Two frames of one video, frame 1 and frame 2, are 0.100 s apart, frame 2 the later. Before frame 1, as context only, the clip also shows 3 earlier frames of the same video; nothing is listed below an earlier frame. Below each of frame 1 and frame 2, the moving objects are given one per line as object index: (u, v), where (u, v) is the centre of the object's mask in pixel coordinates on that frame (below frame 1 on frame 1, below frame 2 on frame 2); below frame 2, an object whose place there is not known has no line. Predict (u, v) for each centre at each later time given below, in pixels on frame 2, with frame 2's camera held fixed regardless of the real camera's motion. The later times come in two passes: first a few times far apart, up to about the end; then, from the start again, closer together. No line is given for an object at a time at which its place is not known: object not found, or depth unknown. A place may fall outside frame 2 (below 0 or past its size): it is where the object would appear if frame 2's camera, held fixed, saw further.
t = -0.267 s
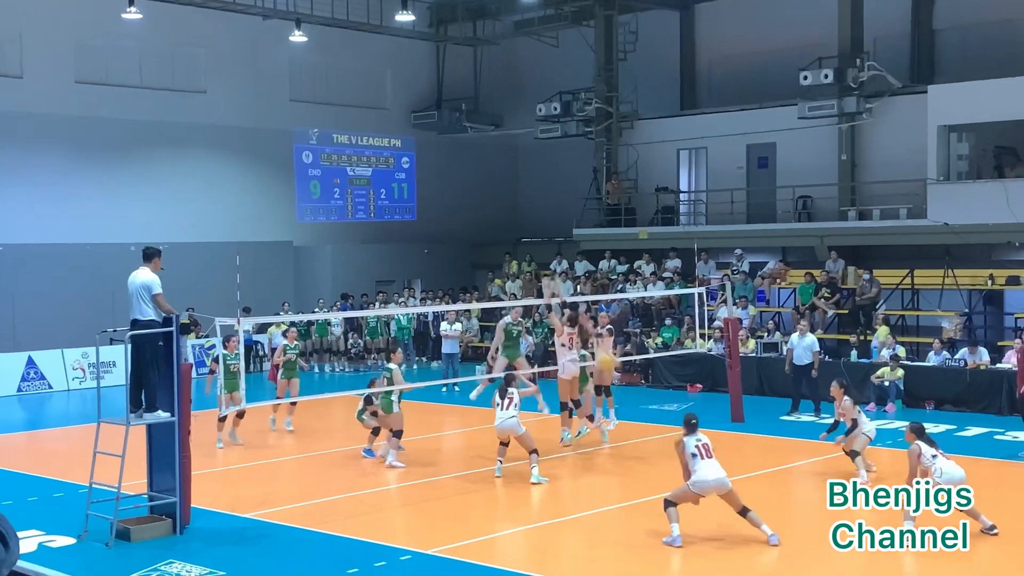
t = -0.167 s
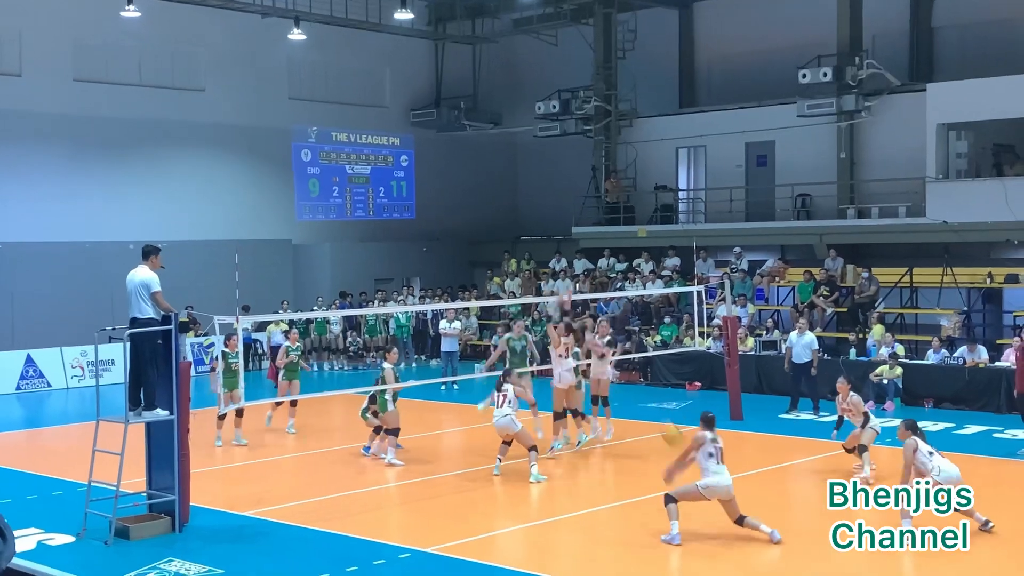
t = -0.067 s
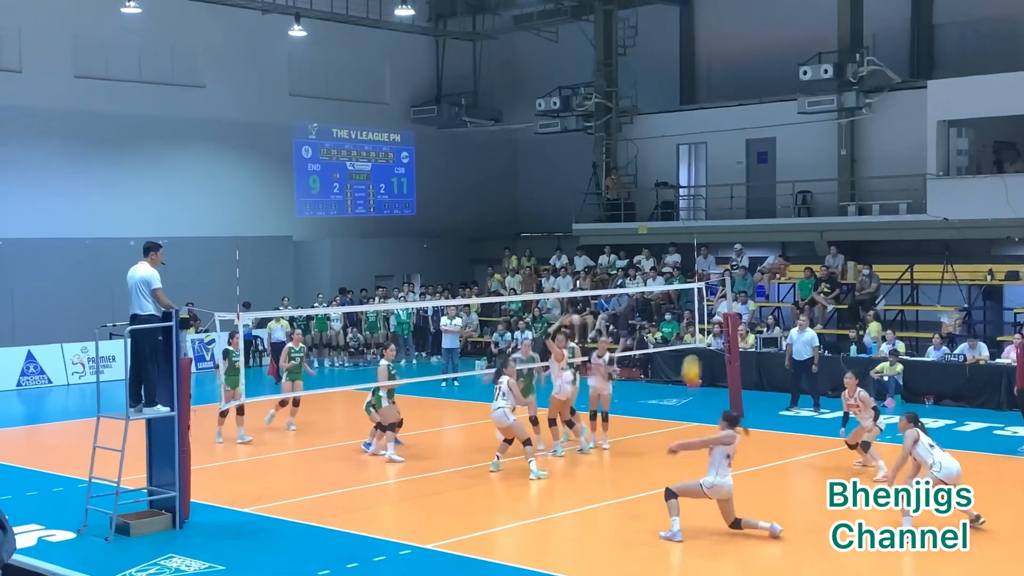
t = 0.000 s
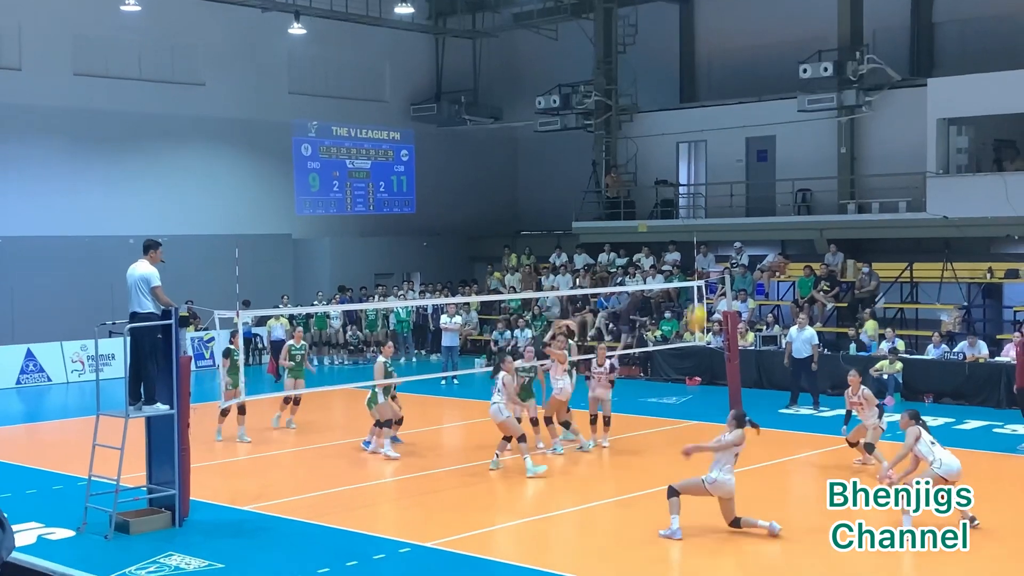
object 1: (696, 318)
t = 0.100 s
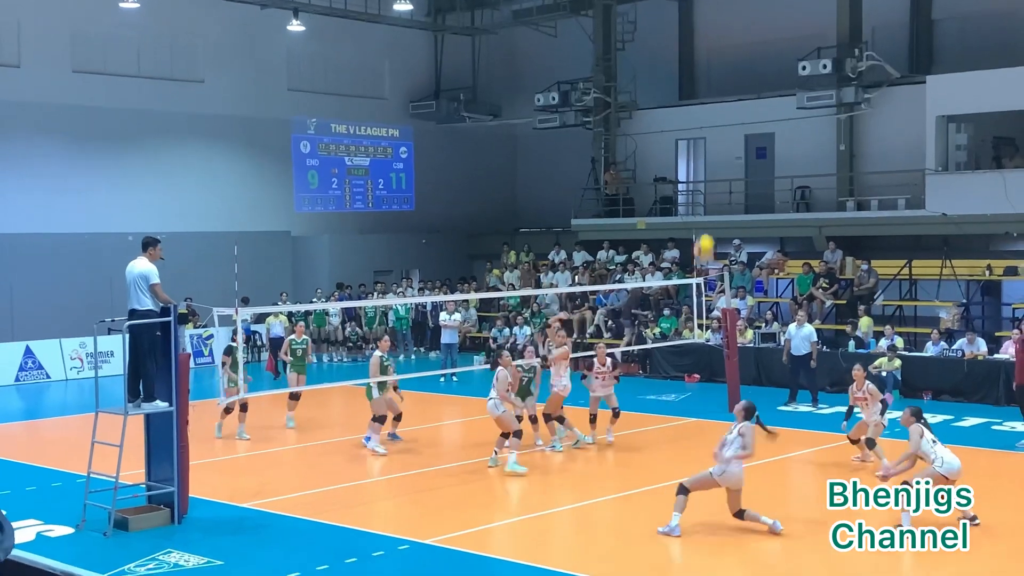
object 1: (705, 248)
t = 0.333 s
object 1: (725, 135)
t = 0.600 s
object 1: (748, 75)
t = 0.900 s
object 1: (774, 81)
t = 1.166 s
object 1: (794, 142)
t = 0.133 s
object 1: (707, 228)
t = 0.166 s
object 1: (710, 209)
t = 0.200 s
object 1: (713, 192)
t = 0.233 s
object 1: (715, 177)
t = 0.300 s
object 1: (722, 147)
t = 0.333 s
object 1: (725, 135)
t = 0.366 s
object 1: (728, 124)
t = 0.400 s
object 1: (731, 114)
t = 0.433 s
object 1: (734, 105)
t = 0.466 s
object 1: (737, 97)
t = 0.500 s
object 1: (740, 90)
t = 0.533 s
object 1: (743, 84)
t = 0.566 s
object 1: (746, 80)
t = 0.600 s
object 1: (748, 75)
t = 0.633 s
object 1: (751, 72)
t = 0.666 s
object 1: (754, 70)
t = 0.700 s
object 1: (758, 70)
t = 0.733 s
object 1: (760, 69)
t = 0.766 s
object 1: (763, 70)
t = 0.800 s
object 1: (766, 72)
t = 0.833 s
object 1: (768, 74)
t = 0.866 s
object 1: (771, 77)
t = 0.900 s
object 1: (774, 81)
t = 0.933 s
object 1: (776, 86)
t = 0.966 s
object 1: (779, 91)
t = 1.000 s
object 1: (782, 98)
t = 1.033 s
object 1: (785, 105)
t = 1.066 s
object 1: (788, 113)
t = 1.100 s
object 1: (789, 122)
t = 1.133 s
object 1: (792, 131)
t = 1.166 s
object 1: (794, 142)
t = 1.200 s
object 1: (796, 152)
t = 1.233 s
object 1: (798, 164)
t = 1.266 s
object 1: (800, 176)
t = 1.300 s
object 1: (803, 189)
